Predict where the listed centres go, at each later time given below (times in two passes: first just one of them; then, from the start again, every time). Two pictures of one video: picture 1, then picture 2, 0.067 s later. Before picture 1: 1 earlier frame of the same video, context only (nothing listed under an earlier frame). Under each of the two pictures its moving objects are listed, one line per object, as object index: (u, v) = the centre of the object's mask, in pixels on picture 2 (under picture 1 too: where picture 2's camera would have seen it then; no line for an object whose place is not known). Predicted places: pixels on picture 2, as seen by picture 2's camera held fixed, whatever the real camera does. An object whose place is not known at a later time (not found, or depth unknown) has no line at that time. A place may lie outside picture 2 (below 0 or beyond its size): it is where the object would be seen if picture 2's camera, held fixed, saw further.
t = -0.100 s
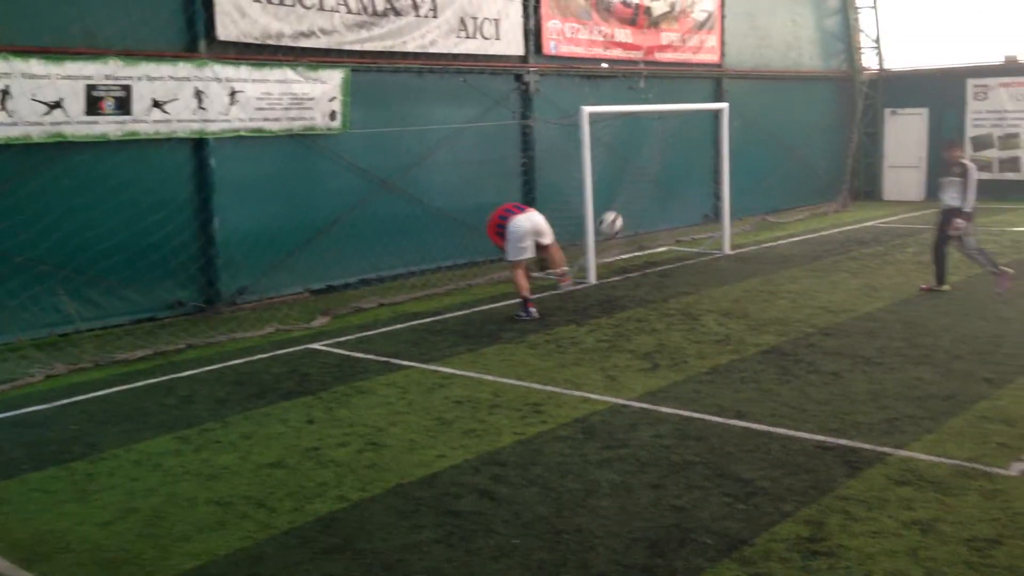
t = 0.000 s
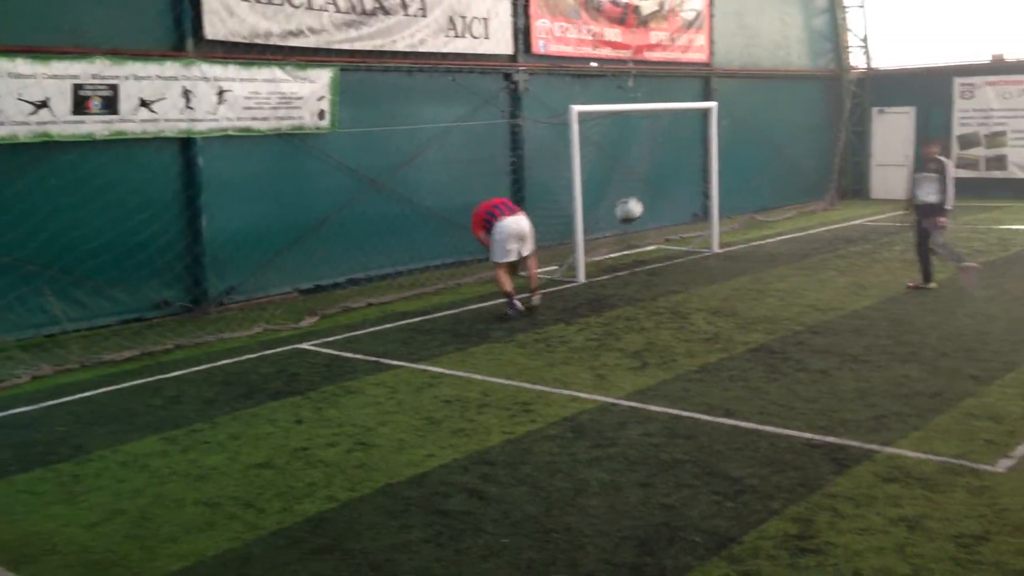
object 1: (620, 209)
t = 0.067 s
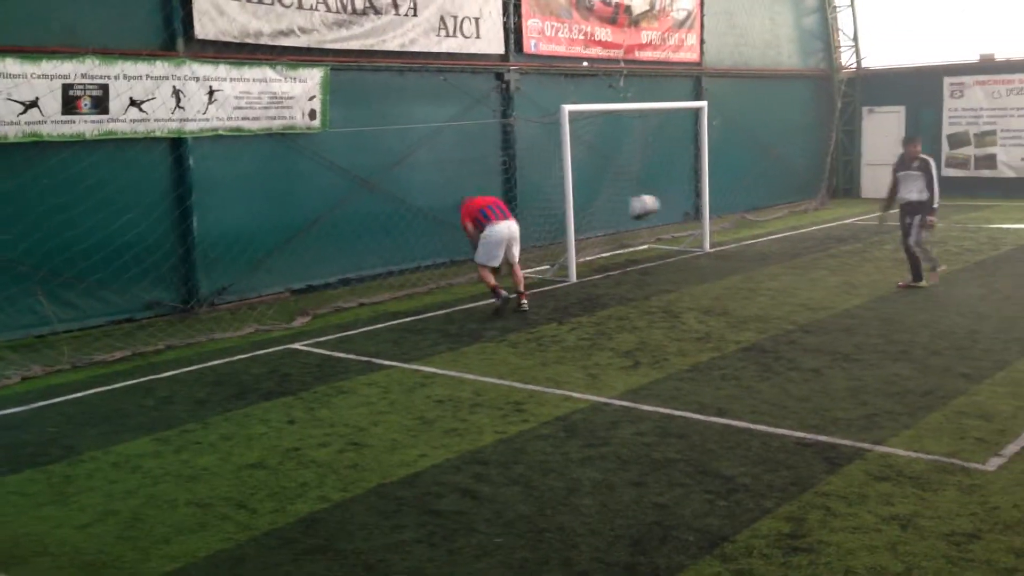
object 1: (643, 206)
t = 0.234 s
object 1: (706, 223)
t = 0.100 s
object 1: (656, 206)
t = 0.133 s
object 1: (668, 207)
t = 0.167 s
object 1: (680, 212)
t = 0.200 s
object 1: (692, 213)
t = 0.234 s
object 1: (706, 223)
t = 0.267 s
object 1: (723, 232)
